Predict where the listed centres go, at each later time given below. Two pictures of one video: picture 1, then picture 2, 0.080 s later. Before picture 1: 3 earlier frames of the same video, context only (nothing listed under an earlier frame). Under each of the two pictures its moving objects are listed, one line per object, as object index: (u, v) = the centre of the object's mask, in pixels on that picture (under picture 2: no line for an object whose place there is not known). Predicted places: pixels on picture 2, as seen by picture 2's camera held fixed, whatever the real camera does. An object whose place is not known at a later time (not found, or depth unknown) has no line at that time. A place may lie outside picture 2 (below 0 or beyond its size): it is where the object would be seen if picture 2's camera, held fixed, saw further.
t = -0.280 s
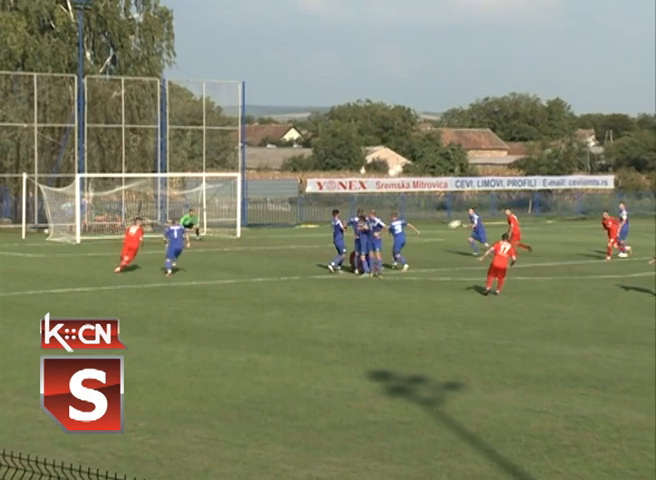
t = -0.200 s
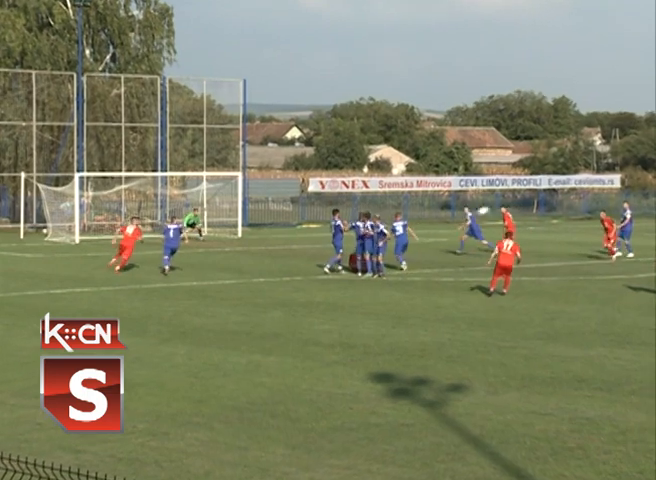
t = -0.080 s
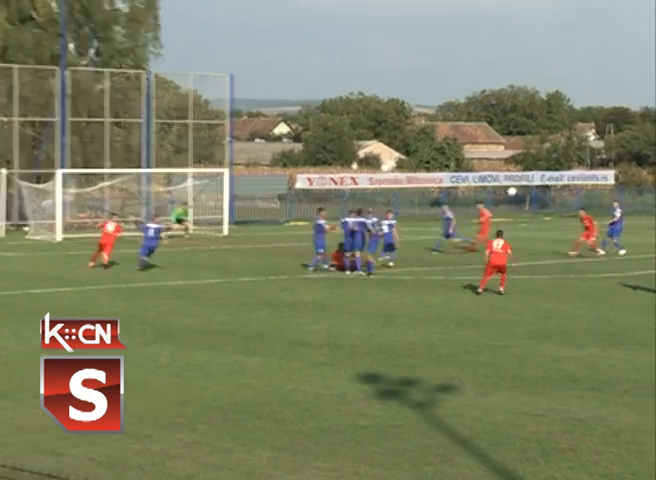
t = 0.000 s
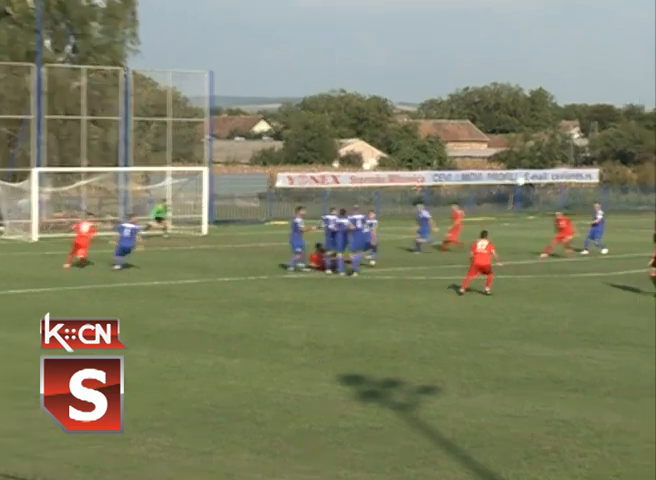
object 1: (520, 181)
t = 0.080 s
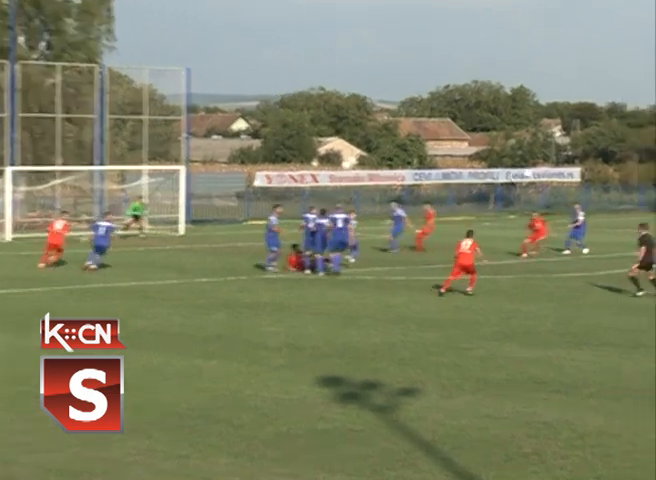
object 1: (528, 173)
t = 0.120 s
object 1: (536, 169)
